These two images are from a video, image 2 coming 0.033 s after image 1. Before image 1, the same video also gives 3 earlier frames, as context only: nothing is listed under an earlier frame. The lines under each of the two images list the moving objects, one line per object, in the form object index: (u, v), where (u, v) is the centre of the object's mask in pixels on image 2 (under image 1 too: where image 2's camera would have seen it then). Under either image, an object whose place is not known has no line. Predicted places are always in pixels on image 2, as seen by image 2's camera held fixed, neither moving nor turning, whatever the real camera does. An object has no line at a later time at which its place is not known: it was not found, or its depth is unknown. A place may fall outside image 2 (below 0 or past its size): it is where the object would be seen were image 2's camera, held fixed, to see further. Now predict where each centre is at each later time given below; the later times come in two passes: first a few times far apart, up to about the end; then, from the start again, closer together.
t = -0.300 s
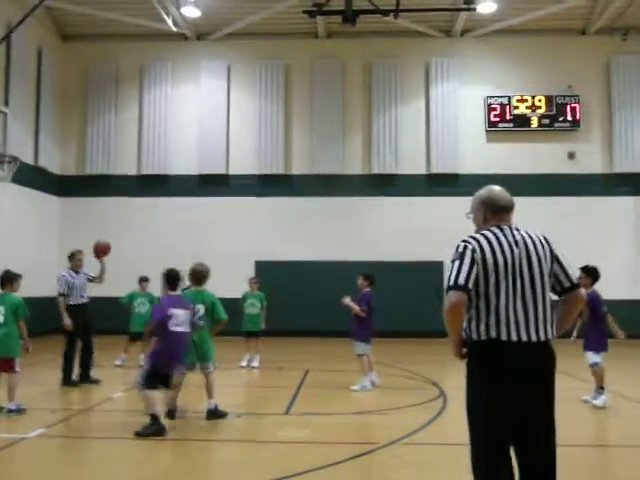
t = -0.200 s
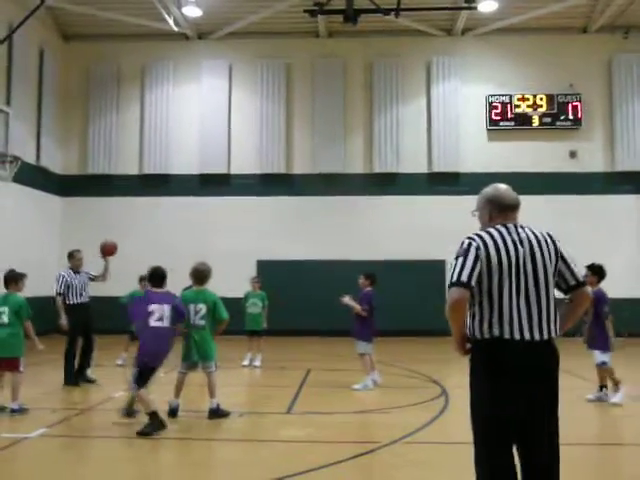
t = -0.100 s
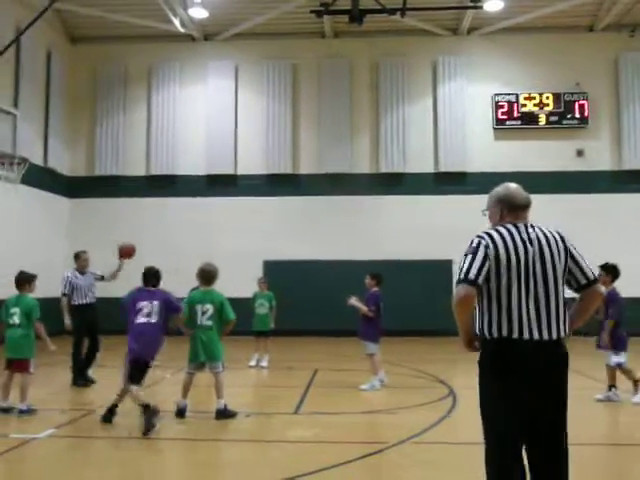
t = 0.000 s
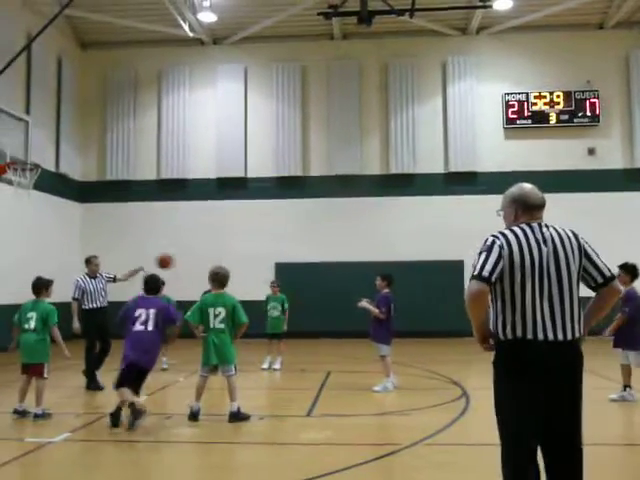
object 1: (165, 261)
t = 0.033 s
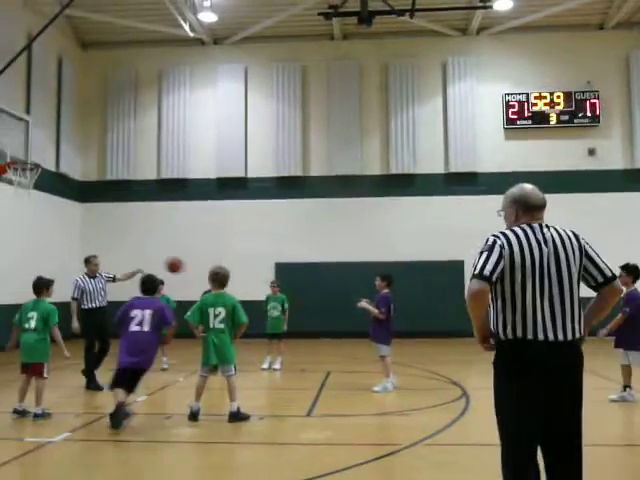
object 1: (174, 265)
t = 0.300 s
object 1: (255, 328)
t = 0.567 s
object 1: (315, 340)
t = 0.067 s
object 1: (183, 269)
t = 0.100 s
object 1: (193, 275)
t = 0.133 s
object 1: (201, 282)
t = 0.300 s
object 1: (255, 328)
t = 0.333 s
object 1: (262, 338)
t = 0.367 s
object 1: (271, 349)
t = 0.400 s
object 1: (286, 365)
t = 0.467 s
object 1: (298, 372)
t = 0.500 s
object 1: (302, 362)
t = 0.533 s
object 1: (309, 350)
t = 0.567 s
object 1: (315, 340)
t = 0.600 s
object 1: (321, 331)
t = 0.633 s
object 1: (325, 323)
